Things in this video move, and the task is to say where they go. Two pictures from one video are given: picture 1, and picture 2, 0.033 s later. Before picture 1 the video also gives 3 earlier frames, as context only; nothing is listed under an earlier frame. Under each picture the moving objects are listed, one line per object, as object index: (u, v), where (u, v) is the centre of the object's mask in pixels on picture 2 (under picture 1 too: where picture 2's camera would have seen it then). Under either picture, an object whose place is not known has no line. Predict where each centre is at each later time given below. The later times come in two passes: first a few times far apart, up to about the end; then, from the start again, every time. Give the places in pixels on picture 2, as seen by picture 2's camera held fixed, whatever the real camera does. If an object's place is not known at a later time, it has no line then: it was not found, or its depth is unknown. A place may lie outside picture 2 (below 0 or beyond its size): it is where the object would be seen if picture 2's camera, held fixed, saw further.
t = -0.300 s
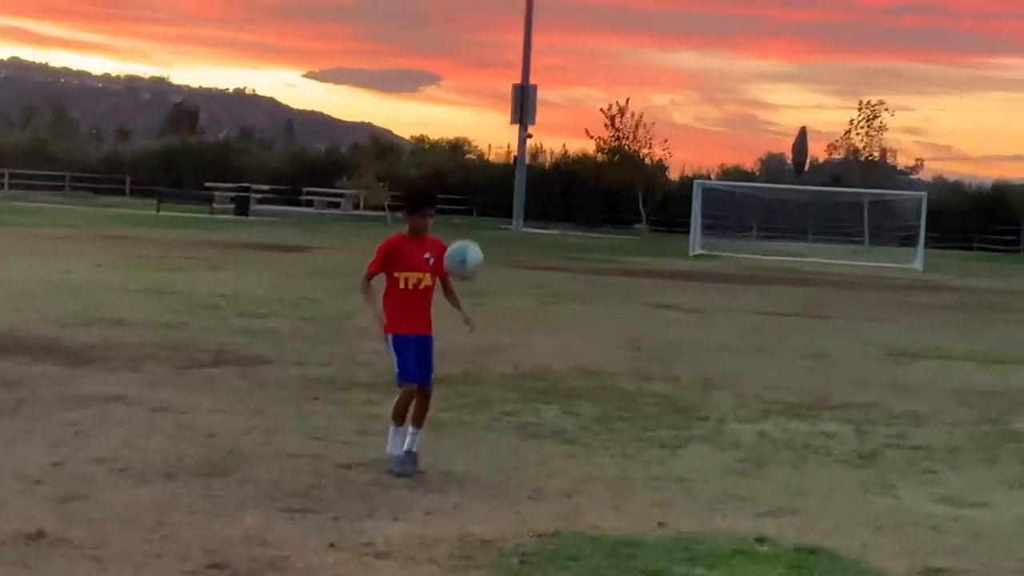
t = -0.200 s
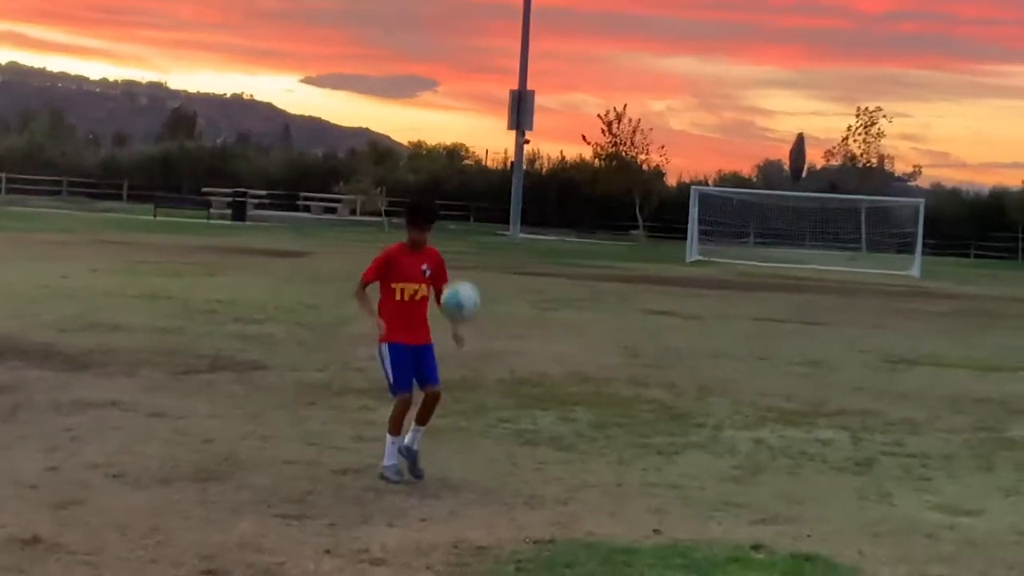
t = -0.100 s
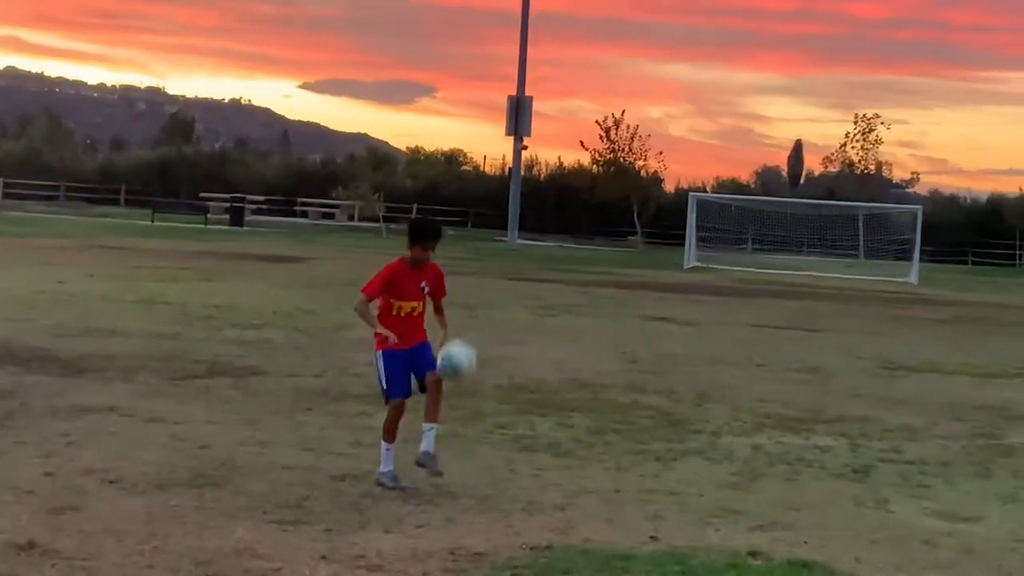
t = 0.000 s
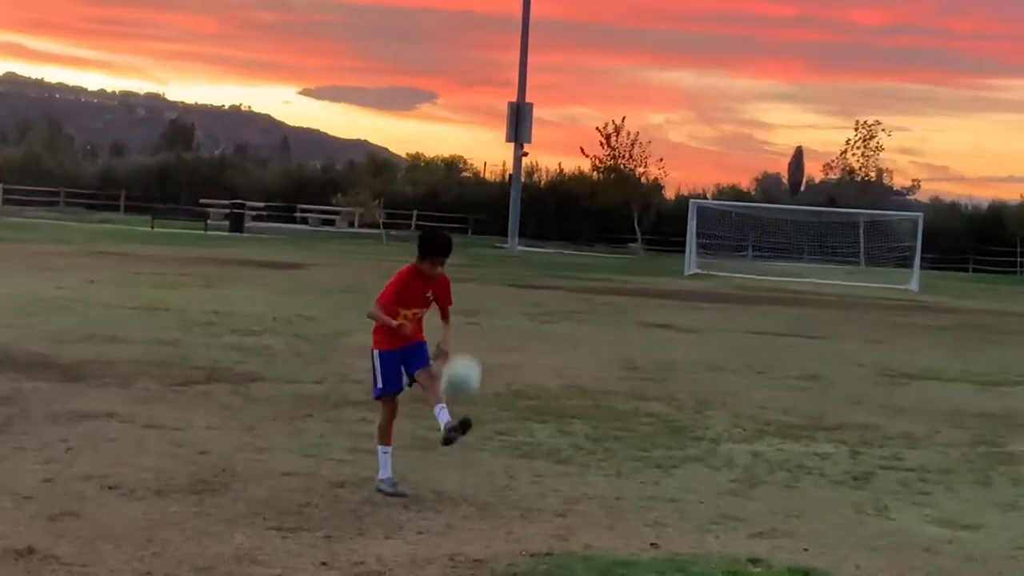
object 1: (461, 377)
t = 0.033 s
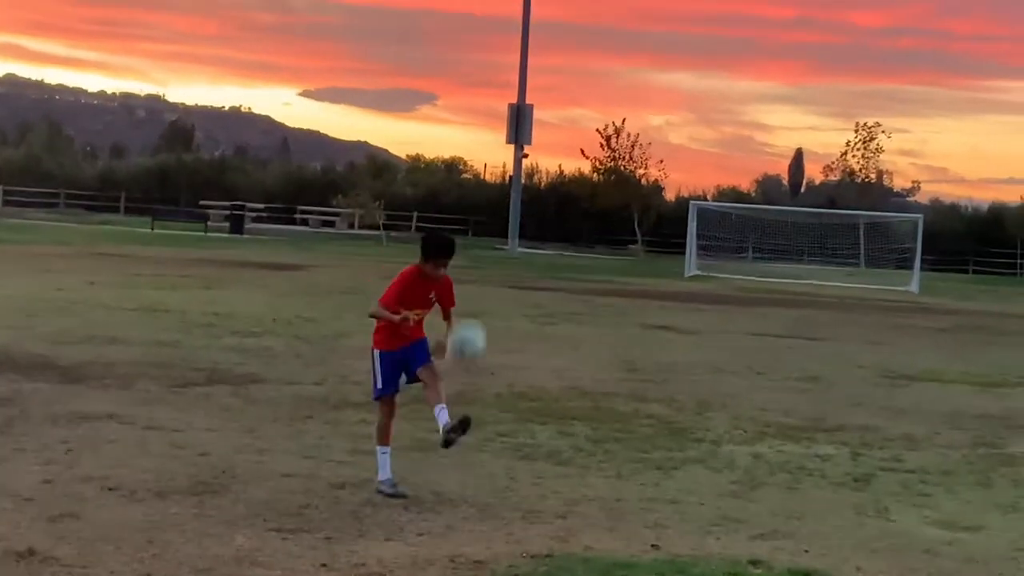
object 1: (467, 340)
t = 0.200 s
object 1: (491, 196)
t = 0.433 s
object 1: (523, 69)
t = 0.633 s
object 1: (543, 38)
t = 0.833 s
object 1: (557, 77)
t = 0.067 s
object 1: (473, 306)
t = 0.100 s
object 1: (476, 278)
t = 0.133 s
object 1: (483, 247)
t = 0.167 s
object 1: (487, 219)
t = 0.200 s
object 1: (491, 196)
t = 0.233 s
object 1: (496, 168)
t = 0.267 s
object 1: (503, 147)
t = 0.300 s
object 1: (507, 127)
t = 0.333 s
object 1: (513, 111)
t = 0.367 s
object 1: (516, 95)
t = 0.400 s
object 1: (521, 81)
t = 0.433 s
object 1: (523, 69)
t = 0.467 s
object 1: (527, 58)
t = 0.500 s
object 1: (531, 50)
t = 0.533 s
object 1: (535, 44)
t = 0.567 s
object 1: (538, 40)
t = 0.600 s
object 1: (541, 38)
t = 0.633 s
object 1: (543, 38)
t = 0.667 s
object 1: (546, 39)
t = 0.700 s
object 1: (549, 43)
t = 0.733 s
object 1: (551, 48)
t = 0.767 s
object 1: (554, 56)
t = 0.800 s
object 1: (556, 65)
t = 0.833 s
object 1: (557, 77)
